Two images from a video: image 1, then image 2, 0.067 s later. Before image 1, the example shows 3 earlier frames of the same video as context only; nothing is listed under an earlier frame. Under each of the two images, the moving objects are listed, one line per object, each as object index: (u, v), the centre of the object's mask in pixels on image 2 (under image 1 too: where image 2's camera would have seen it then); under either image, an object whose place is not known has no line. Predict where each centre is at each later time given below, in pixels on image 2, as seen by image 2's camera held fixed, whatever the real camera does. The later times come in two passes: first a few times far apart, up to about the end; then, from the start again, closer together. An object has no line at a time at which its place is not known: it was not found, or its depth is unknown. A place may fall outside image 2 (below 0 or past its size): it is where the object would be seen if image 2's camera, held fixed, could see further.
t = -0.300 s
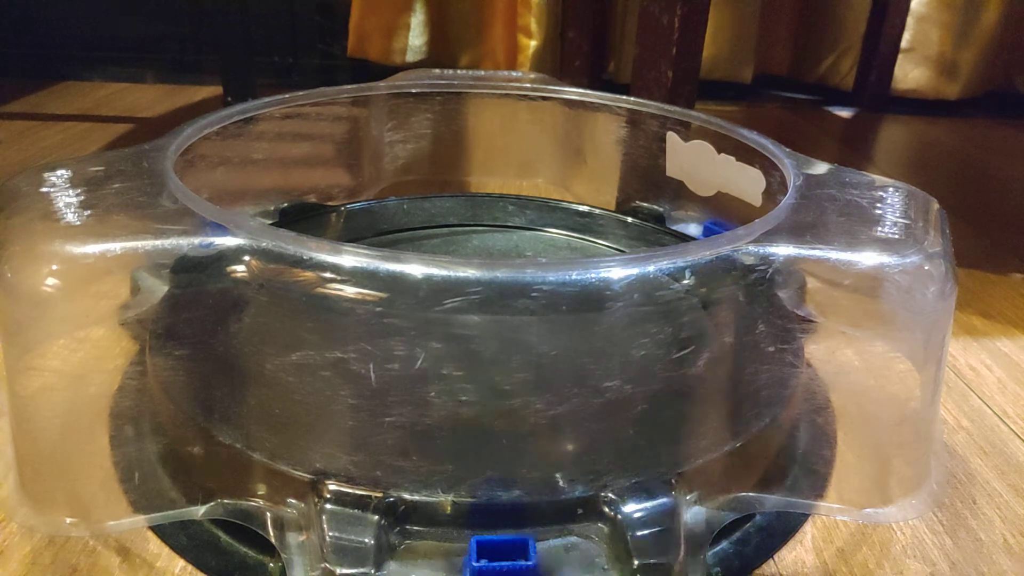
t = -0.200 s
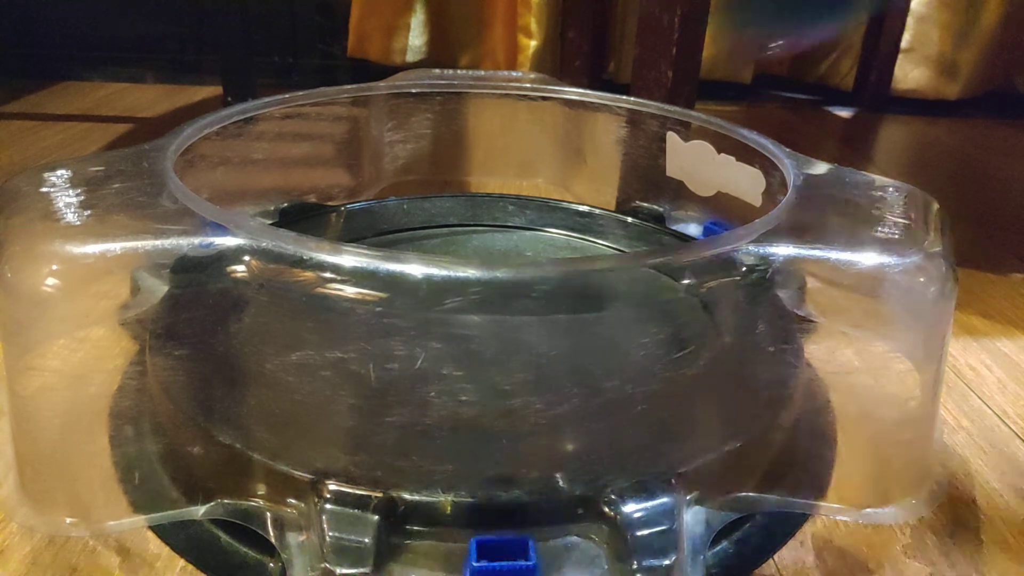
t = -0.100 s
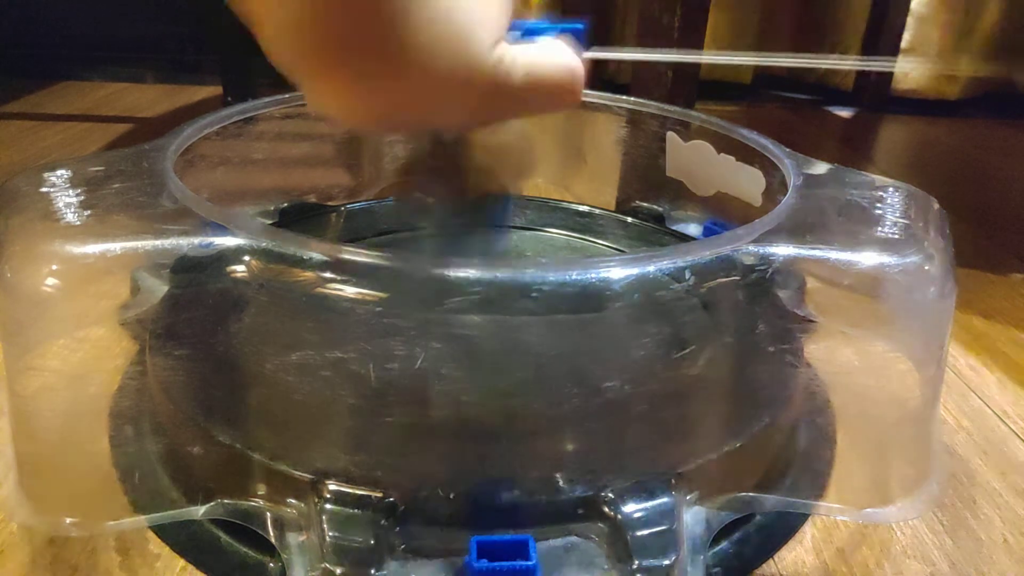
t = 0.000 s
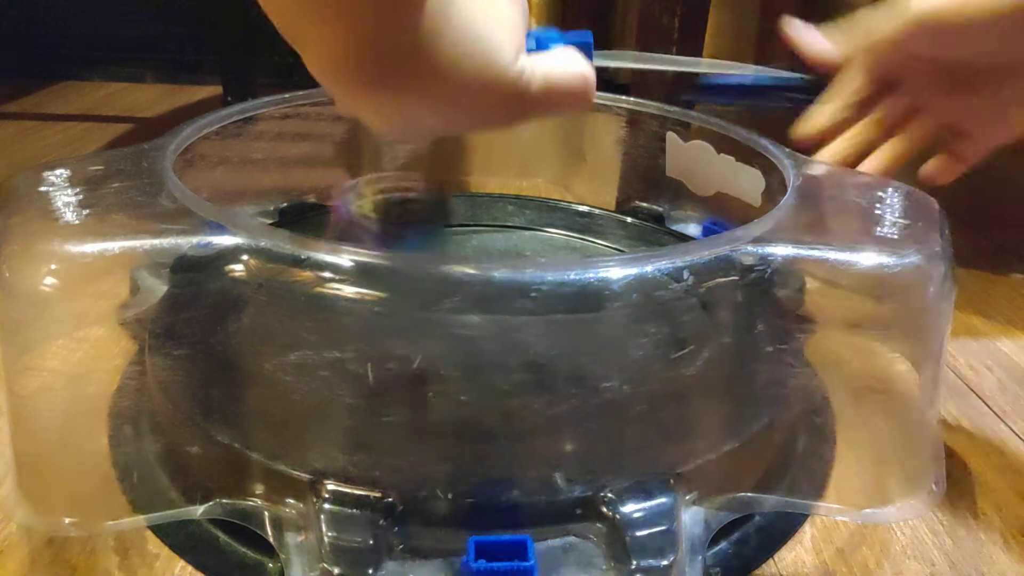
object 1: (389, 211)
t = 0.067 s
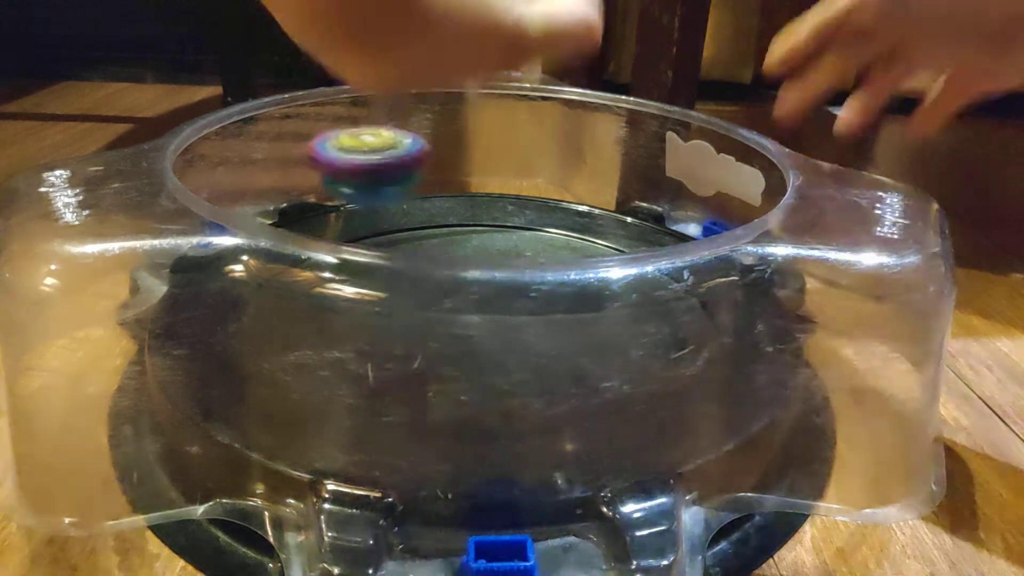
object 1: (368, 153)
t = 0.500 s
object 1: (474, 250)
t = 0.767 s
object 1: (521, 346)
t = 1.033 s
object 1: (524, 307)
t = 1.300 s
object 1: (442, 261)
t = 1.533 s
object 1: (402, 283)
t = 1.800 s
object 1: (483, 320)
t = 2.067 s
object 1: (552, 317)
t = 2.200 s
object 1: (528, 303)
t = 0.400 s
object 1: (434, 237)
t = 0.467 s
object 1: (462, 247)
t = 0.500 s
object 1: (474, 250)
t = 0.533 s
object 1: (497, 280)
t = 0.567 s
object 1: (507, 294)
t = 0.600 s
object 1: (513, 304)
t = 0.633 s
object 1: (514, 310)
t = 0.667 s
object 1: (516, 326)
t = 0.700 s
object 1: (518, 333)
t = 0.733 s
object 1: (518, 341)
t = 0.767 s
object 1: (521, 346)
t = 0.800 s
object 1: (523, 344)
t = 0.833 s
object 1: (524, 347)
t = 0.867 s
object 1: (526, 345)
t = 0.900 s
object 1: (529, 341)
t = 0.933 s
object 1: (532, 334)
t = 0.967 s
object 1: (531, 326)
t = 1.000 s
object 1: (527, 313)
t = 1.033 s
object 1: (524, 307)
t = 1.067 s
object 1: (518, 305)
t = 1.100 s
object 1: (510, 297)
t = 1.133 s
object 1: (502, 293)
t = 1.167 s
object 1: (491, 288)
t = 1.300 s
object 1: (442, 261)
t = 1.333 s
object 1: (432, 270)
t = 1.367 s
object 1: (418, 275)
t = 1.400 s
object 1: (401, 279)
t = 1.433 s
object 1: (398, 280)
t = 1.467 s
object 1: (399, 281)
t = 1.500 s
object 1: (400, 282)
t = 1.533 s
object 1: (402, 283)
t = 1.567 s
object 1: (406, 285)
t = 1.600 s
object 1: (412, 287)
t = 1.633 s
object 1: (418, 289)
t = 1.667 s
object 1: (428, 294)
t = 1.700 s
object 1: (439, 299)
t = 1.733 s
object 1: (450, 305)
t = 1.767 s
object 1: (464, 309)
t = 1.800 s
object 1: (483, 320)
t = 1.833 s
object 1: (502, 322)
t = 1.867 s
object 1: (520, 324)
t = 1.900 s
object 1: (534, 324)
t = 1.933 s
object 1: (544, 325)
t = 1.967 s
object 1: (550, 324)
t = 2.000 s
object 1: (553, 323)
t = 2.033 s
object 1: (553, 320)
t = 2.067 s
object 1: (552, 317)
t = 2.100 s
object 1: (547, 311)
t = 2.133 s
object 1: (541, 307)
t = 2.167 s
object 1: (534, 304)
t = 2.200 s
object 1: (528, 303)
